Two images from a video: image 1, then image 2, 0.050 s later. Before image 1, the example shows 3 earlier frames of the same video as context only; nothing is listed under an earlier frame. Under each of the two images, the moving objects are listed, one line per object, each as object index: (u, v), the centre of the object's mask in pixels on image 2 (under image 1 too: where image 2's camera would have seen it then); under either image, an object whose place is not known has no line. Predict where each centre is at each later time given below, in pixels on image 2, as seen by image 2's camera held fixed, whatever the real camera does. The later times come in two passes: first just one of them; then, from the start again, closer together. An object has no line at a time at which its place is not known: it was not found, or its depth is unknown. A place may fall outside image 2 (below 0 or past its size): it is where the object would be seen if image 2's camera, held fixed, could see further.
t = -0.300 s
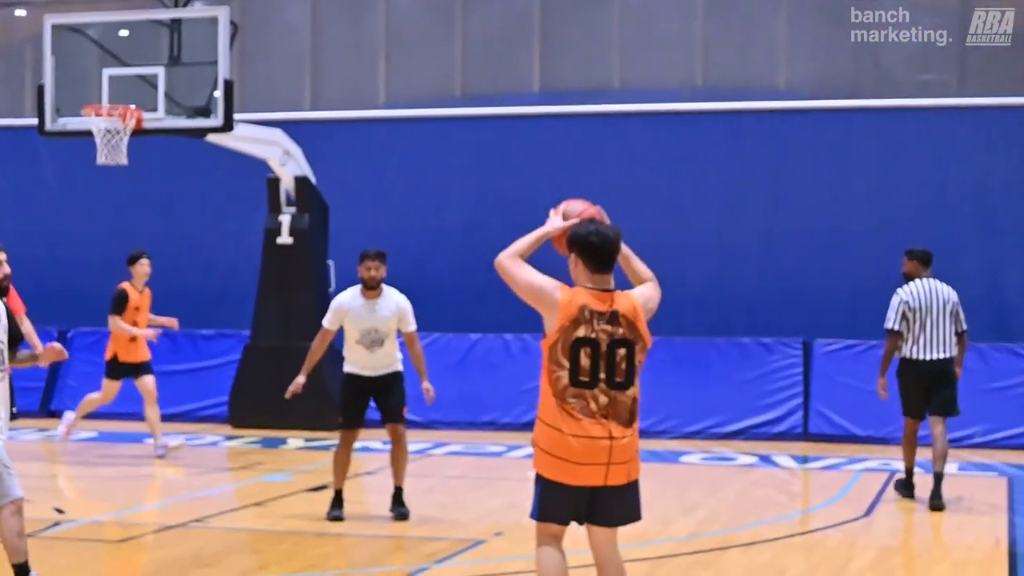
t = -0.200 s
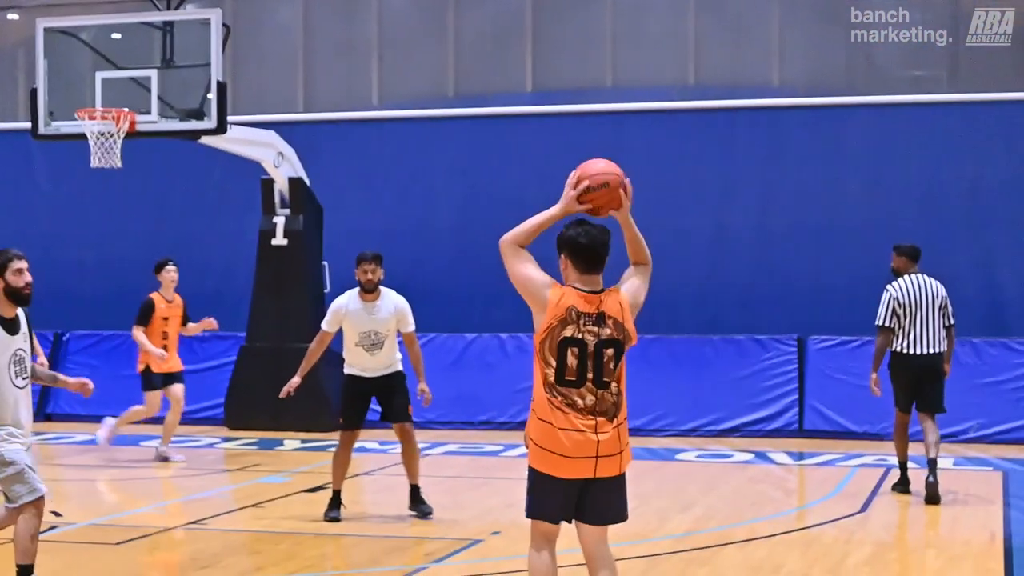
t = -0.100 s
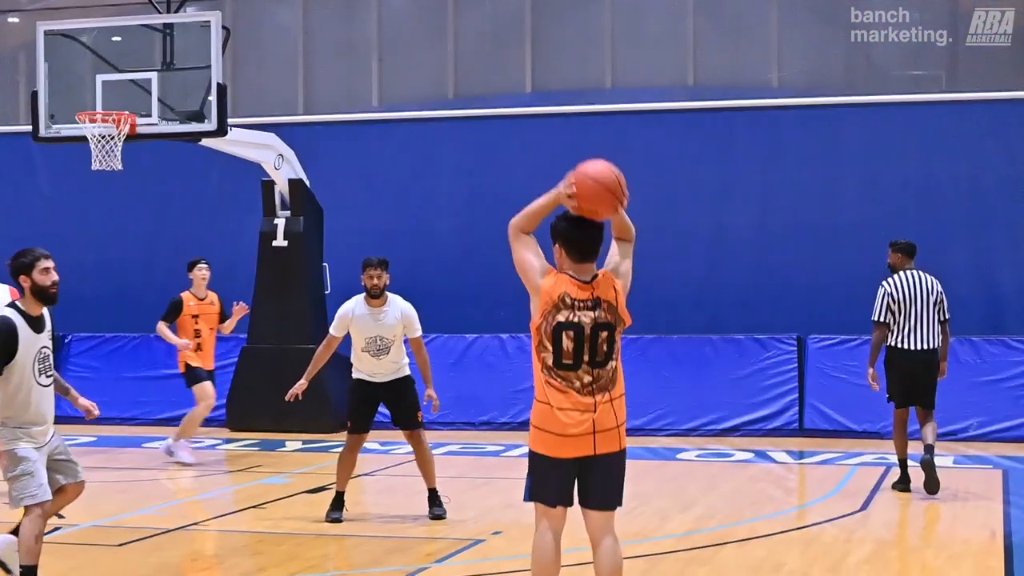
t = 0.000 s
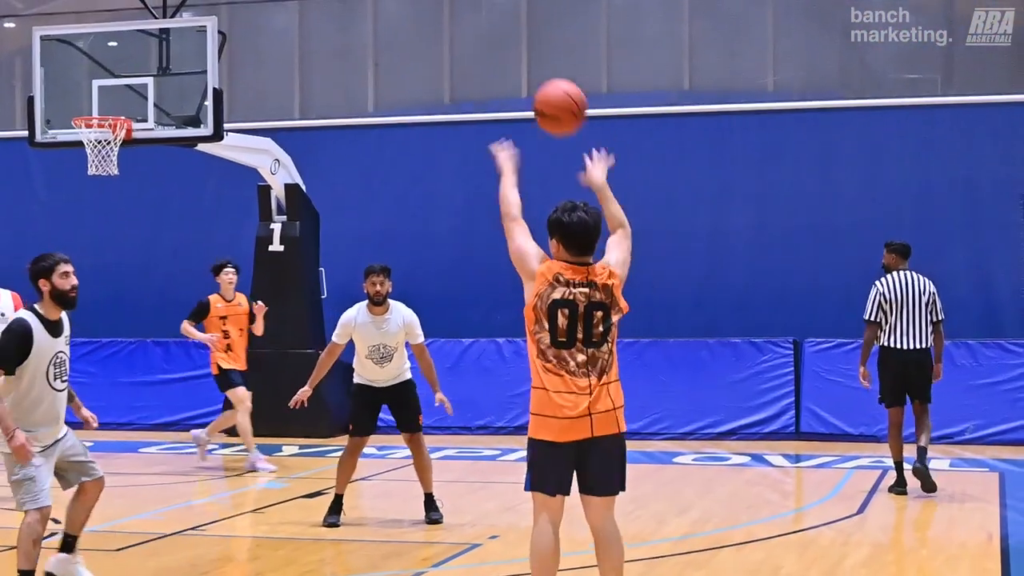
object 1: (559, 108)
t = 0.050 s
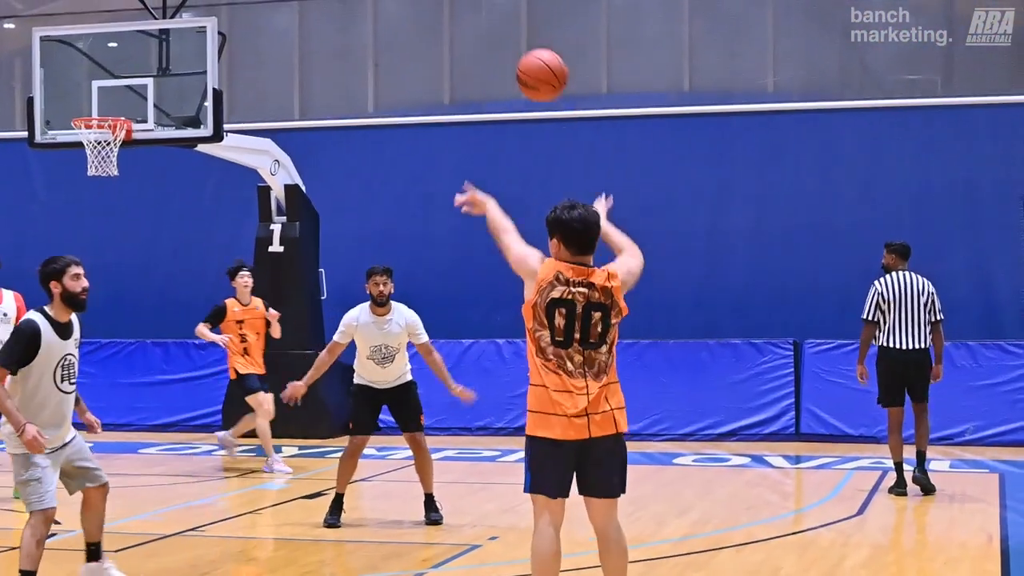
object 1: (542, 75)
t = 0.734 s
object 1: (405, 126)
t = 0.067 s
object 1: (536, 66)
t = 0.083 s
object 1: (531, 57)
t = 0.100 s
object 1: (525, 50)
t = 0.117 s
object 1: (520, 44)
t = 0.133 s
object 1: (515, 38)
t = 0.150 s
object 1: (511, 34)
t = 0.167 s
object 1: (507, 30)
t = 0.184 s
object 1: (501, 25)
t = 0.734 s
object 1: (405, 126)
